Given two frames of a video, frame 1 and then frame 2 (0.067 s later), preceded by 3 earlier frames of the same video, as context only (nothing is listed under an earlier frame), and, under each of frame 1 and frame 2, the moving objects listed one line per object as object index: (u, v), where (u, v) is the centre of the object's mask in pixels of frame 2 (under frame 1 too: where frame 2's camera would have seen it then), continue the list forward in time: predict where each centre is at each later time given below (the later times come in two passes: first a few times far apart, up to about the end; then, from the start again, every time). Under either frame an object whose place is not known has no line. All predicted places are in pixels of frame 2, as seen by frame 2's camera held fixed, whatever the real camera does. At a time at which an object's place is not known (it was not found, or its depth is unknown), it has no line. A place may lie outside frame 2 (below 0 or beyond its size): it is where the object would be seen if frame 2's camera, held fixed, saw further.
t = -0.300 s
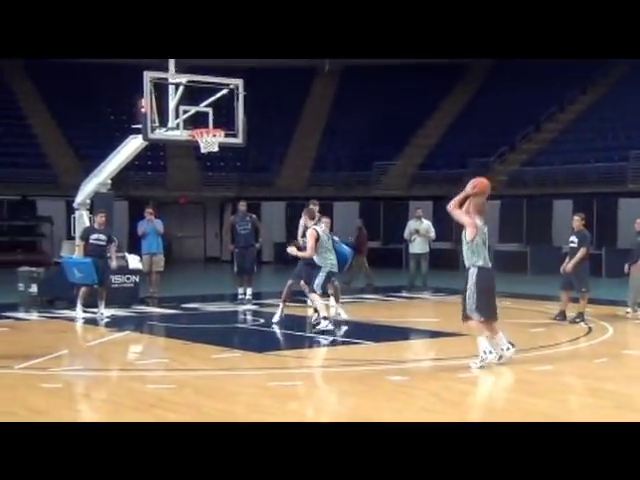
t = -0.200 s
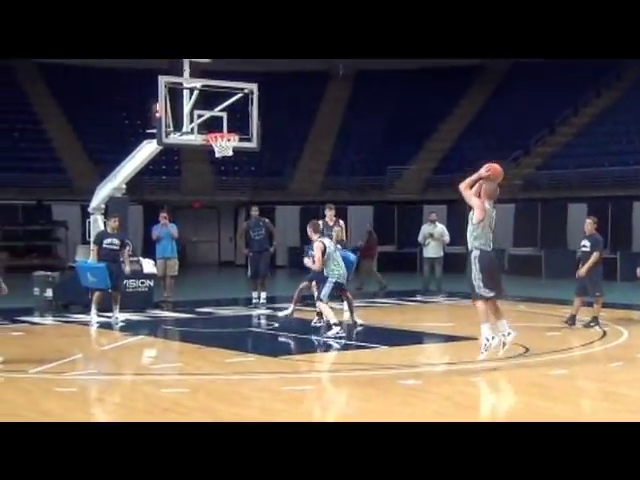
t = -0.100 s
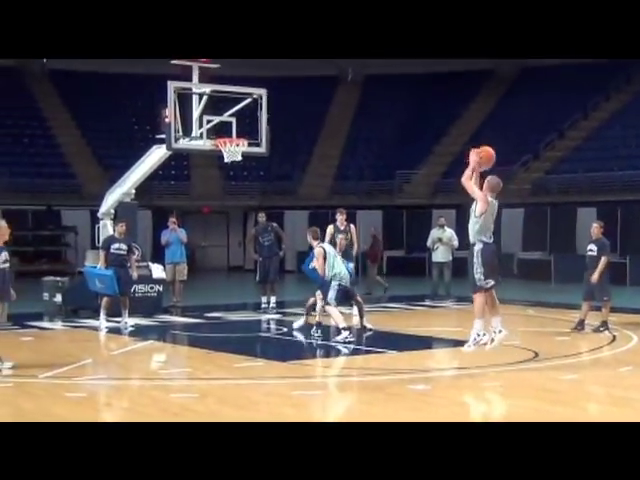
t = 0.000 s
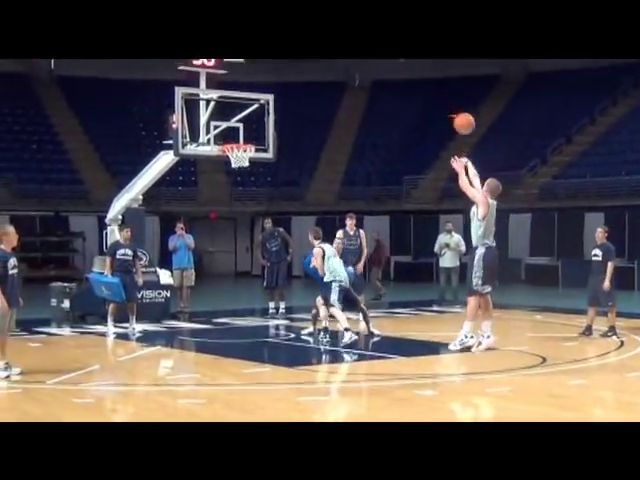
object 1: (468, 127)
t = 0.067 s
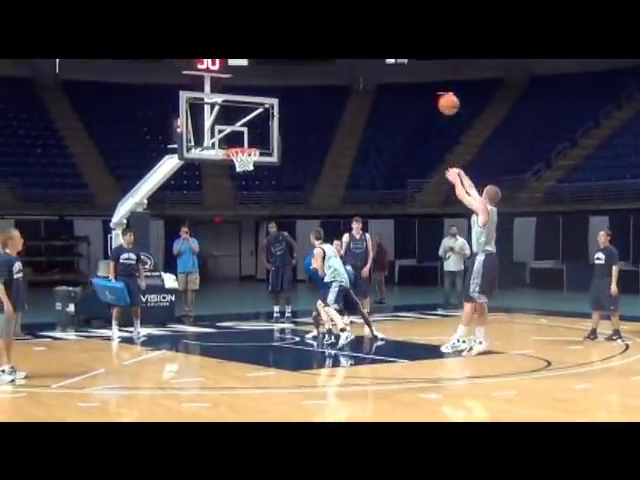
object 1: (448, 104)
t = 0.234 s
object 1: (403, 66)
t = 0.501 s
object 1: (341, 53)
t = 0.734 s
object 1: (294, 81)
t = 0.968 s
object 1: (255, 139)
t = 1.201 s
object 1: (241, 130)
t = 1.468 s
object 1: (257, 123)
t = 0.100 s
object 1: (439, 94)
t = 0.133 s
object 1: (429, 86)
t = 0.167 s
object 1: (421, 78)
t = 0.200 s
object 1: (412, 72)
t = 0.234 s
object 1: (403, 66)
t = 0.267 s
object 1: (394, 63)
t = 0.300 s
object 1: (386, 58)
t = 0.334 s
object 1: (377, 56)
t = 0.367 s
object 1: (370, 54)
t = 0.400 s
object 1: (362, 53)
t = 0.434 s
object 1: (355, 52)
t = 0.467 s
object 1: (348, 52)
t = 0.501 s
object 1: (341, 53)
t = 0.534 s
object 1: (334, 55)
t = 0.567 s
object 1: (326, 58)
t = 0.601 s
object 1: (320, 61)
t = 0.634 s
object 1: (313, 66)
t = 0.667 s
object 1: (307, 70)
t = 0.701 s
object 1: (300, 75)
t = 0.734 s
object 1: (294, 81)
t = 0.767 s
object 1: (289, 88)
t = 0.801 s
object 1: (283, 95)
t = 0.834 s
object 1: (277, 102)
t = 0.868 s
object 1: (271, 111)
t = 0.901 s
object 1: (265, 121)
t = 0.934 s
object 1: (260, 129)
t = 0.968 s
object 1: (255, 139)
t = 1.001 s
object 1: (251, 142)
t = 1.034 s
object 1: (247, 142)
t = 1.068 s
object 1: (243, 142)
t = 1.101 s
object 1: (239, 142)
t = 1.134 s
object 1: (237, 139)
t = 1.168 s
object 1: (239, 134)
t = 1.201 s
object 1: (241, 130)
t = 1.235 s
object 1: (243, 127)
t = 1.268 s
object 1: (245, 124)
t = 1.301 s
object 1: (246, 123)
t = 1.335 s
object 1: (249, 121)
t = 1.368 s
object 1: (251, 121)
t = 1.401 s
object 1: (253, 121)
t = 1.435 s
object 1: (255, 122)
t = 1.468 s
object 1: (257, 123)
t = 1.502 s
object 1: (260, 125)
